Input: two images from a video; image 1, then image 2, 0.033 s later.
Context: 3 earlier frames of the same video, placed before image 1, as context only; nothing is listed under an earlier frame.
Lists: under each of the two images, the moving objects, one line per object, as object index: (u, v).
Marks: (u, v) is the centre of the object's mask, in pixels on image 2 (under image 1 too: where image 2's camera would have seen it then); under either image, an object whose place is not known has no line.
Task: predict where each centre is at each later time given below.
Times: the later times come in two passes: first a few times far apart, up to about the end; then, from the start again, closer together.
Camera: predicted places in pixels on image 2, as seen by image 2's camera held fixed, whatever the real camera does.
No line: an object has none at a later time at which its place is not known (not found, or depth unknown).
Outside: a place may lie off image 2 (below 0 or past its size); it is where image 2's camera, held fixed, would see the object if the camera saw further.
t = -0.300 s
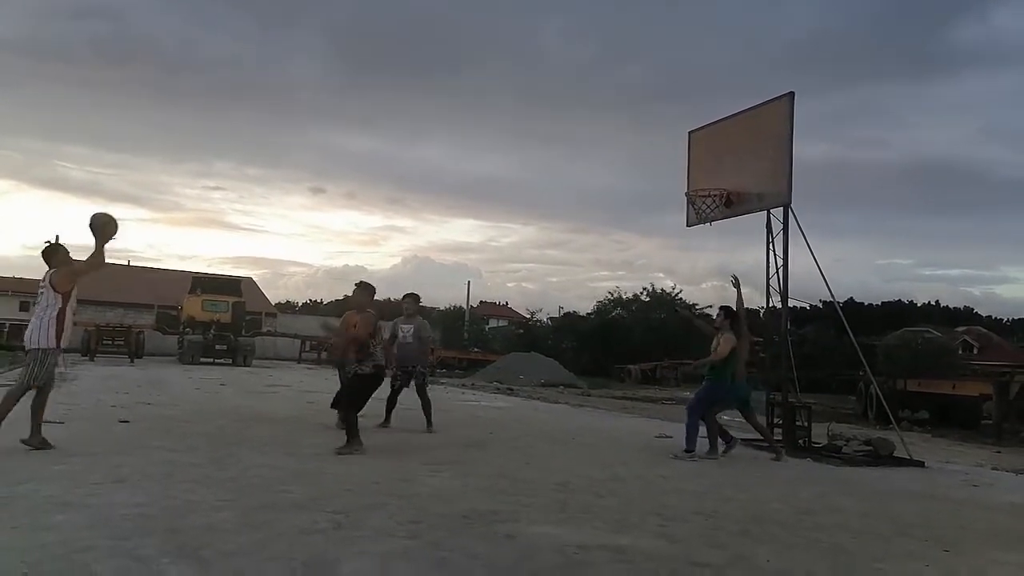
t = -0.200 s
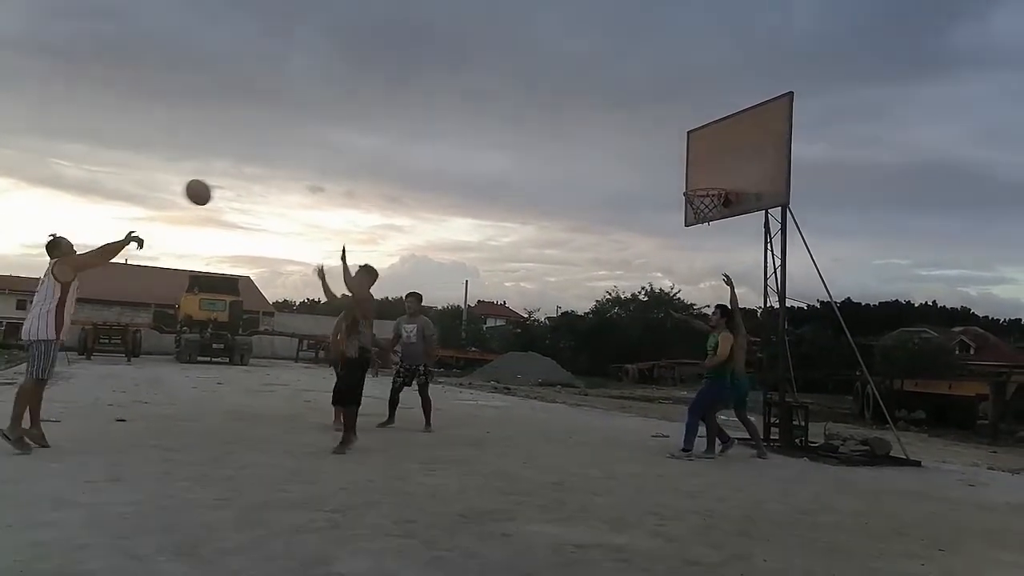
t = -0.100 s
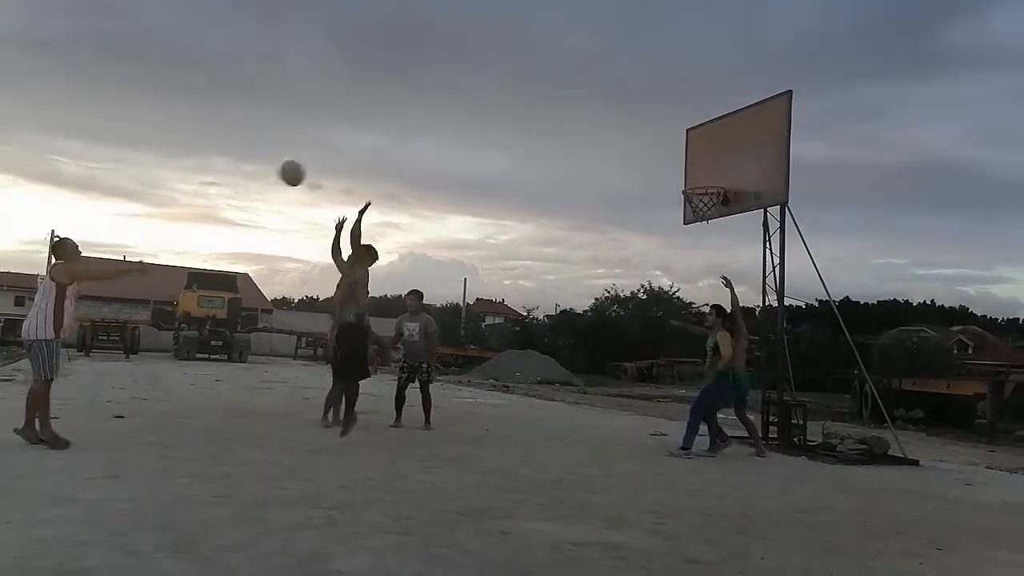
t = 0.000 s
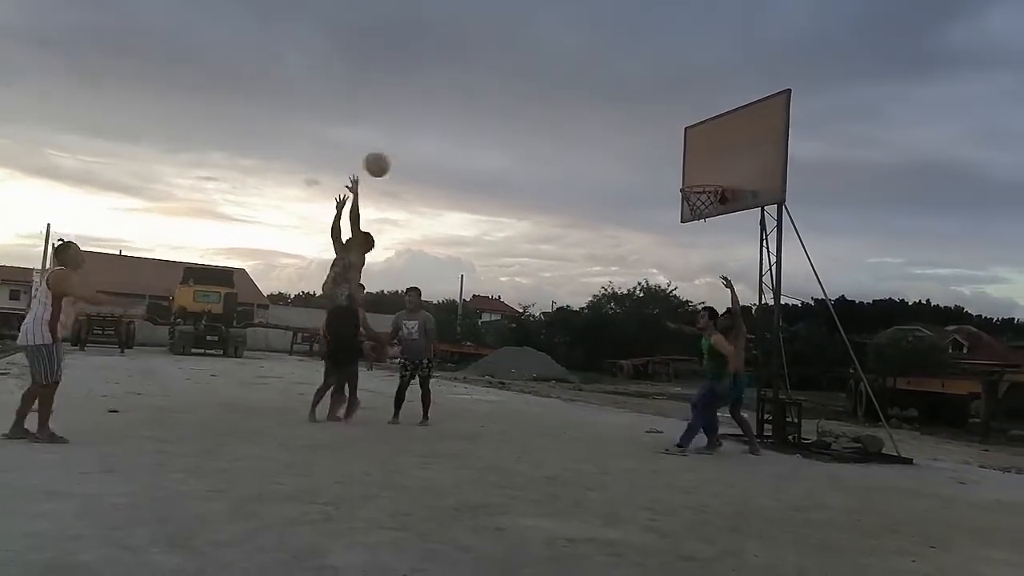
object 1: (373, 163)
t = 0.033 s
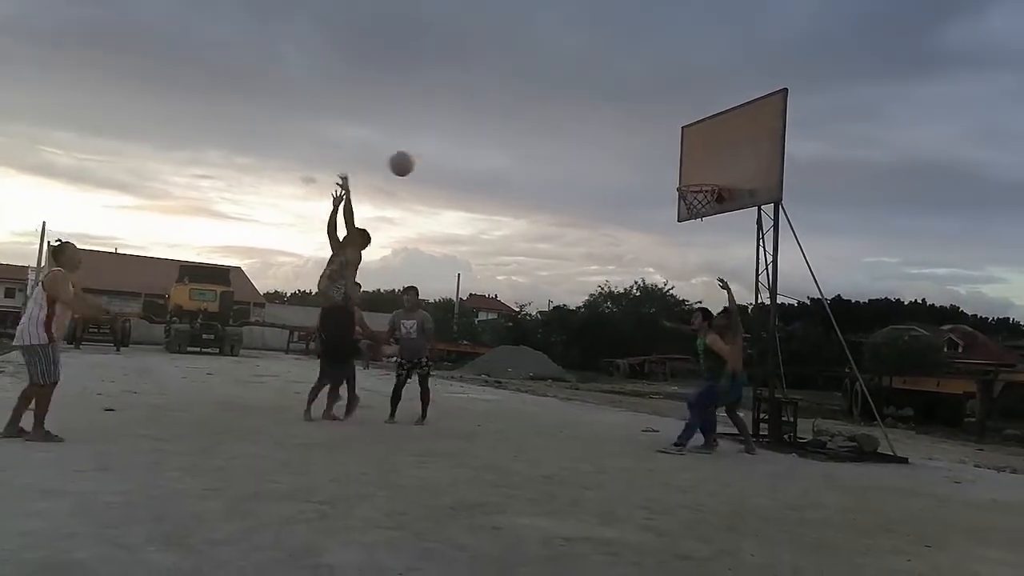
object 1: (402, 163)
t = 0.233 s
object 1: (554, 189)
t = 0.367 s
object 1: (645, 226)
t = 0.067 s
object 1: (428, 165)
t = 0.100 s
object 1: (454, 168)
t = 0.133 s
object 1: (480, 172)
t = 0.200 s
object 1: (530, 182)
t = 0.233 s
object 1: (554, 189)
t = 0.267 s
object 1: (578, 197)
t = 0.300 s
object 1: (601, 206)
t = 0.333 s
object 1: (623, 216)
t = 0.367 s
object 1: (645, 226)
